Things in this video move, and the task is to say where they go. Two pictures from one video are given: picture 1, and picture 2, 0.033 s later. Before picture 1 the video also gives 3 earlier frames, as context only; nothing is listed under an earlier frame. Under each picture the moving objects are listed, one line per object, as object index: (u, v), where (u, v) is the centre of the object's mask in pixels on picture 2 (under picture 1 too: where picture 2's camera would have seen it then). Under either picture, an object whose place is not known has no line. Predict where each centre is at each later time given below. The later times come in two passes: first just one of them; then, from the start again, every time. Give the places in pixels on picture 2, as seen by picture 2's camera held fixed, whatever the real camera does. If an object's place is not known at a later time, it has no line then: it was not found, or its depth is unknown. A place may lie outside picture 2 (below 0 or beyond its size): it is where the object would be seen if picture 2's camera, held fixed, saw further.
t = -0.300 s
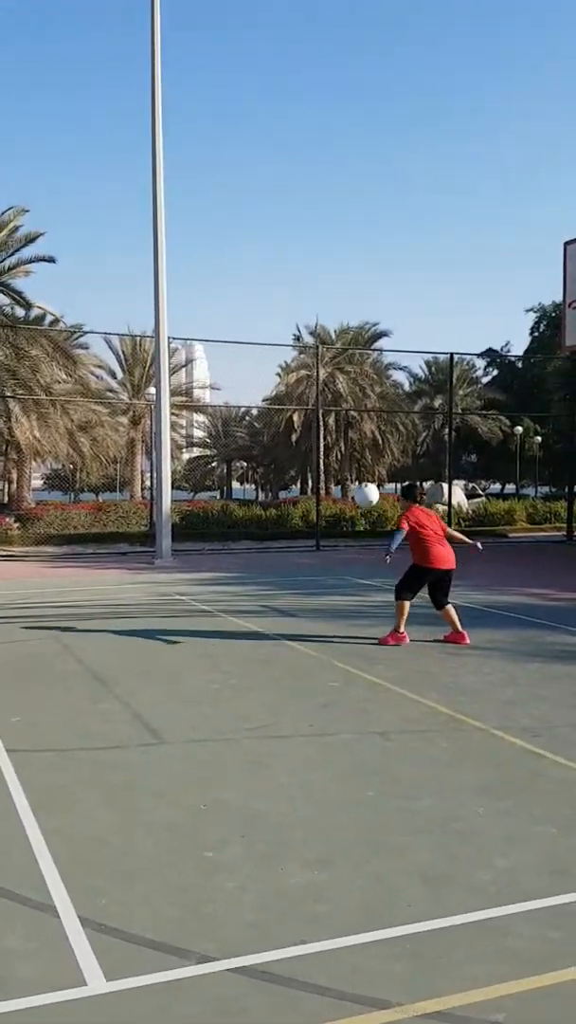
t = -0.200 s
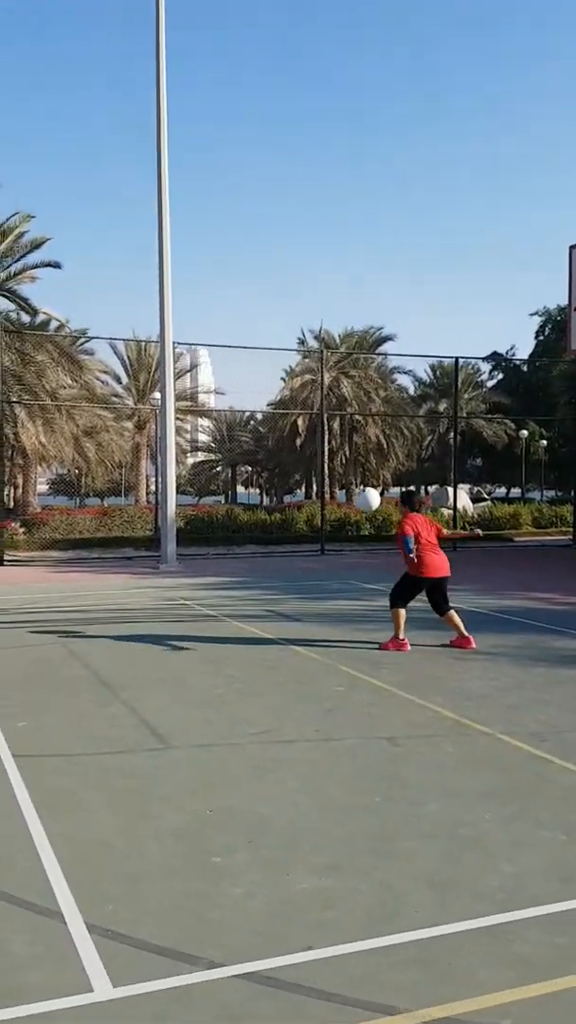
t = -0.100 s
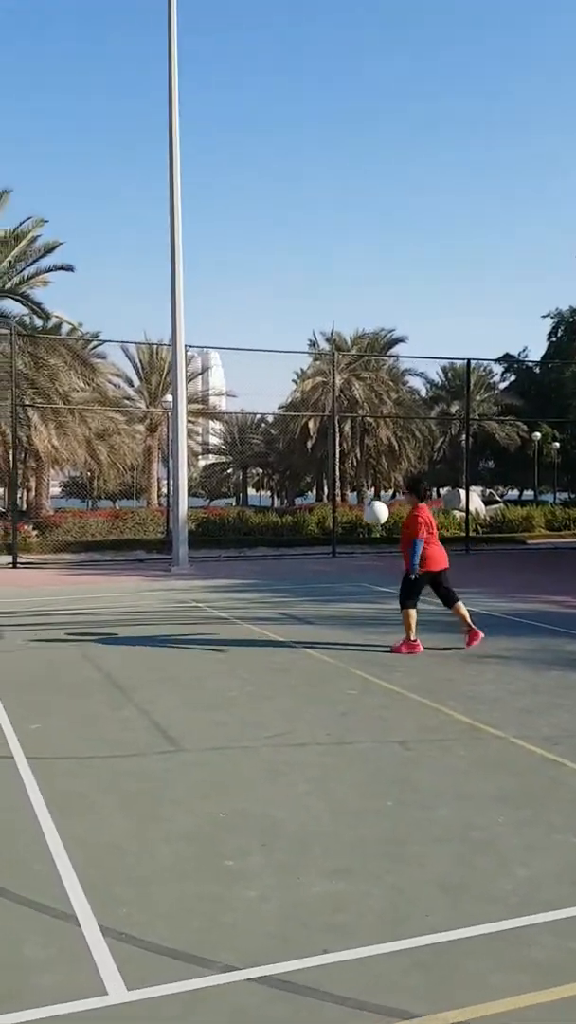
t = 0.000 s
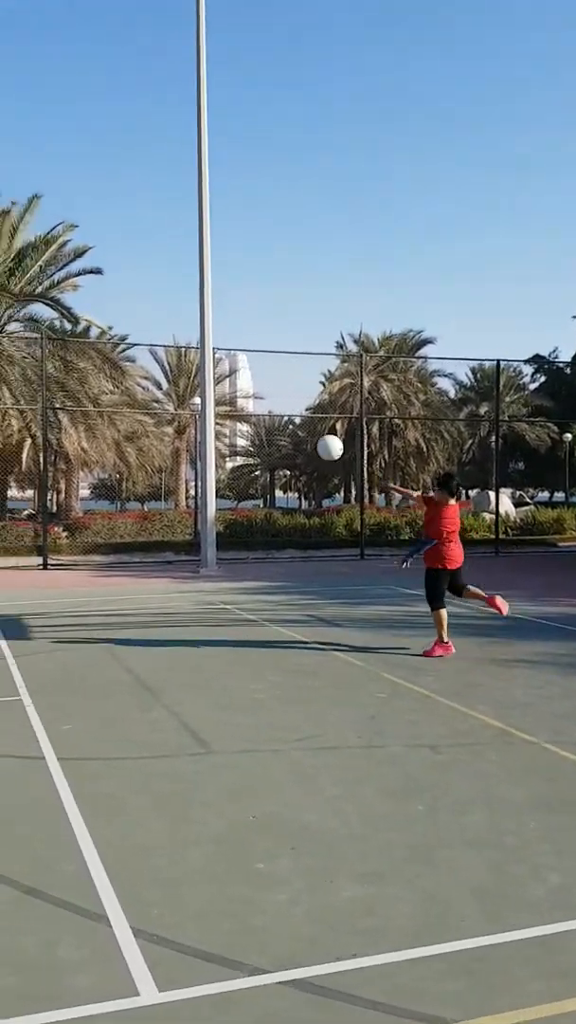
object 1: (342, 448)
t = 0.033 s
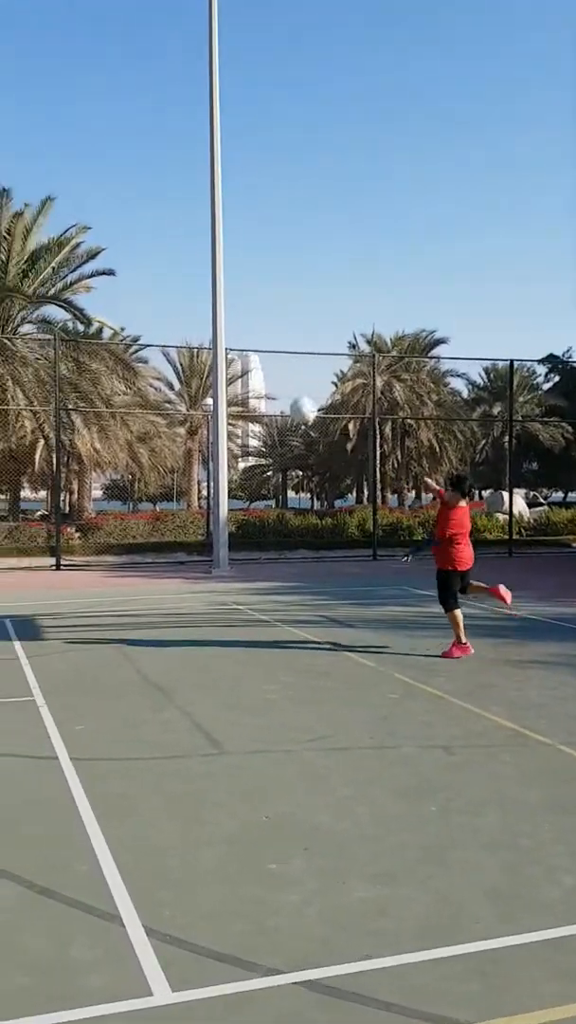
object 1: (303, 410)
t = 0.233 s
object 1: (42, 182)
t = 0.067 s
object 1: (262, 372)
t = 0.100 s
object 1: (221, 334)
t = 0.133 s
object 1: (179, 296)
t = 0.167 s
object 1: (134, 257)
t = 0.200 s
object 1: (89, 219)
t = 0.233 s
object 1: (42, 182)
